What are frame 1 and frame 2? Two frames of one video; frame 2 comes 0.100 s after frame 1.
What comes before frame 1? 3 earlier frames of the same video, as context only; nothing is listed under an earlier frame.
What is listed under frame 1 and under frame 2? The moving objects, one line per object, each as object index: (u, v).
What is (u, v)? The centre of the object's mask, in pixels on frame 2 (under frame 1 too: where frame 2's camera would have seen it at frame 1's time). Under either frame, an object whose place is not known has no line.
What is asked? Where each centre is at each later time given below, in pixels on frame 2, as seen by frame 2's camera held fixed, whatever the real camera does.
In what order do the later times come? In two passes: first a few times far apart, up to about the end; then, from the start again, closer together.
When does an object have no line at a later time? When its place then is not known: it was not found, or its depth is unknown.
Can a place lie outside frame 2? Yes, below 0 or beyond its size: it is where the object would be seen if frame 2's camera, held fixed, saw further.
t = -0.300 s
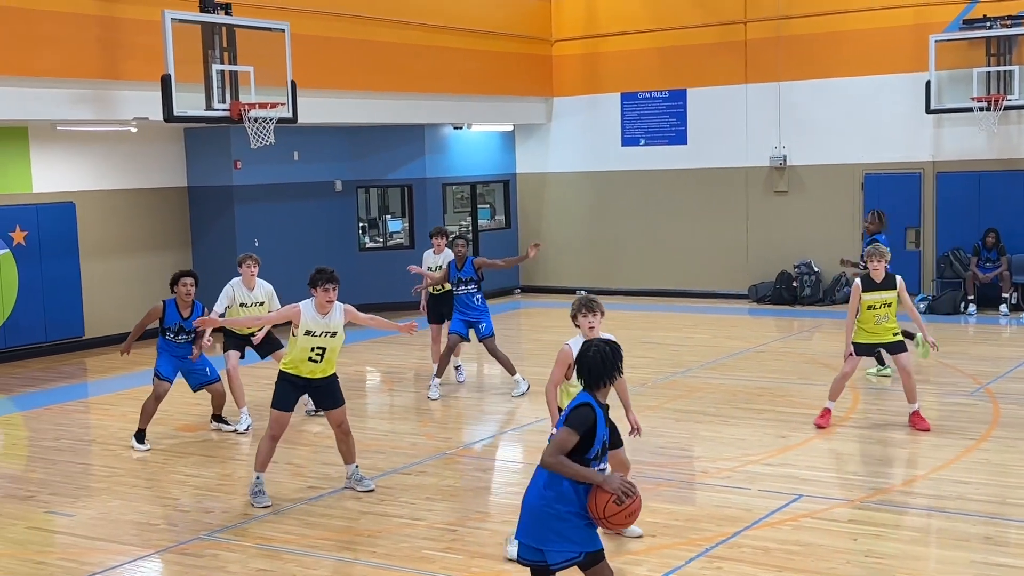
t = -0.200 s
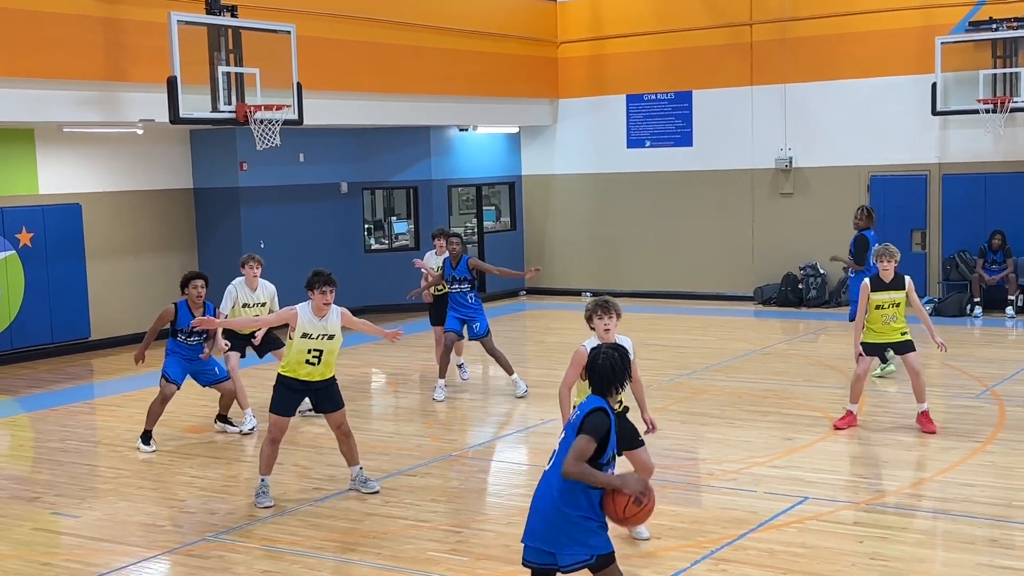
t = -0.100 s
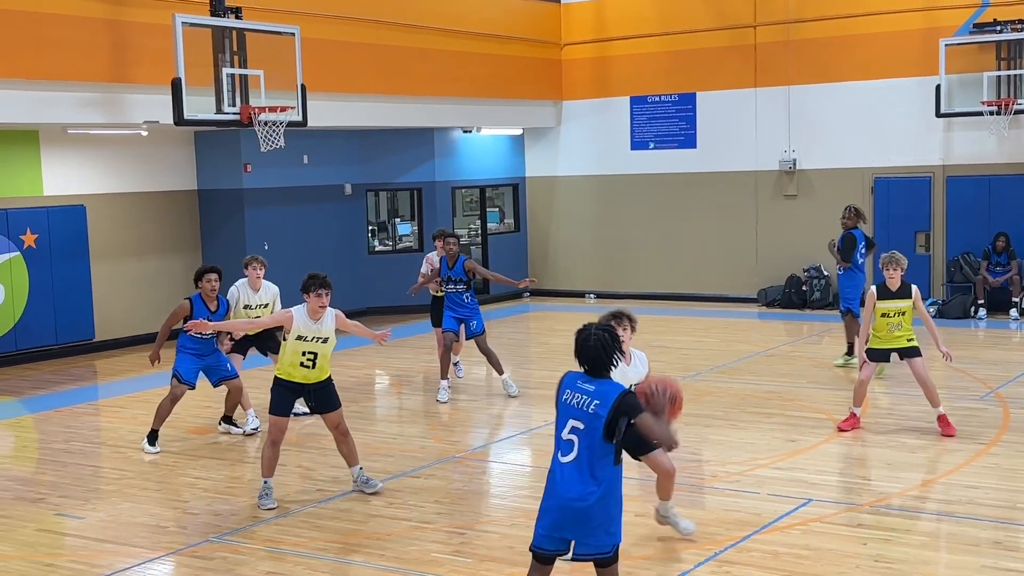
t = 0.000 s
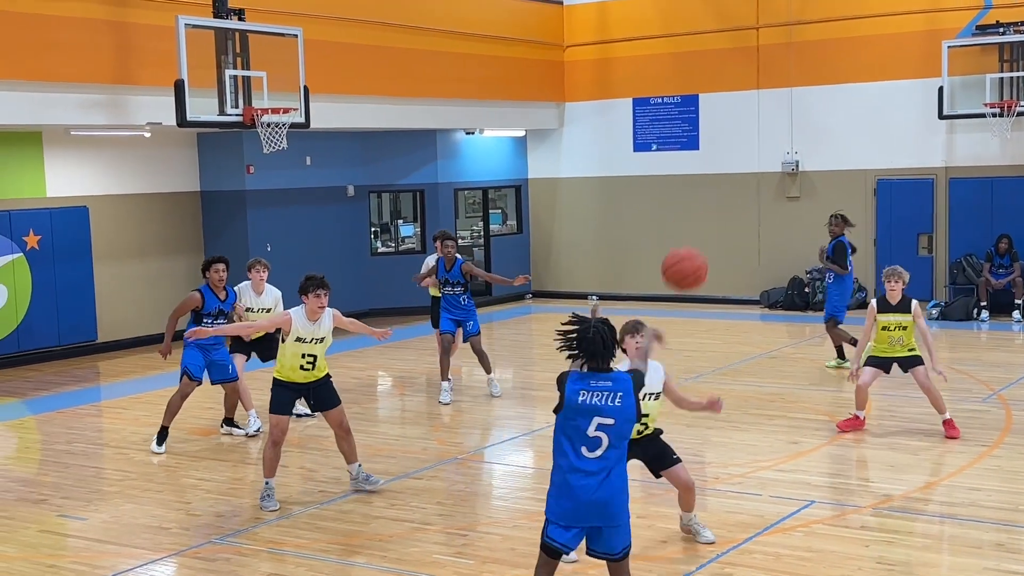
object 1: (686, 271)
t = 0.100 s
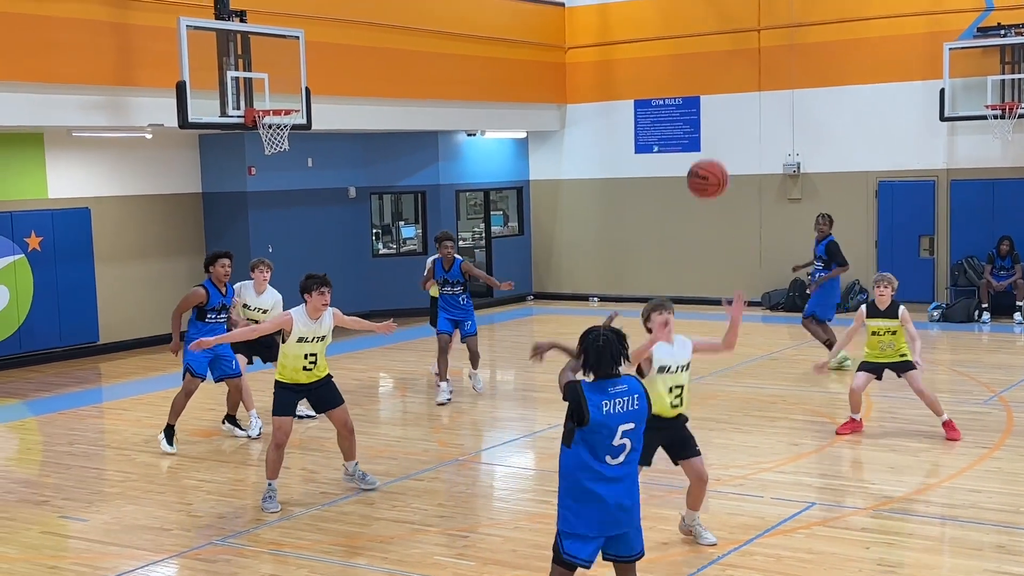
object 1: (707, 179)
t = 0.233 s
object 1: (729, 104)
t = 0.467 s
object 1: (756, 57)
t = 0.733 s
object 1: (776, 79)
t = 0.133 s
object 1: (714, 155)
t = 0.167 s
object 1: (719, 136)
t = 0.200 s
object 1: (724, 118)
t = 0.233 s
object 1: (729, 104)
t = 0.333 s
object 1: (741, 74)
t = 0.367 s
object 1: (745, 67)
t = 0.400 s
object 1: (749, 63)
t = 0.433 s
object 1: (752, 59)
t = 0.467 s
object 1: (756, 57)
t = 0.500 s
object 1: (758, 56)
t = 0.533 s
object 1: (761, 56)
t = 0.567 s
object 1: (764, 58)
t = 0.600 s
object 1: (767, 60)
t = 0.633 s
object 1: (769, 64)
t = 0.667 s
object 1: (772, 68)
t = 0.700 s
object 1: (774, 73)
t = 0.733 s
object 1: (776, 79)
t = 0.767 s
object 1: (778, 85)
